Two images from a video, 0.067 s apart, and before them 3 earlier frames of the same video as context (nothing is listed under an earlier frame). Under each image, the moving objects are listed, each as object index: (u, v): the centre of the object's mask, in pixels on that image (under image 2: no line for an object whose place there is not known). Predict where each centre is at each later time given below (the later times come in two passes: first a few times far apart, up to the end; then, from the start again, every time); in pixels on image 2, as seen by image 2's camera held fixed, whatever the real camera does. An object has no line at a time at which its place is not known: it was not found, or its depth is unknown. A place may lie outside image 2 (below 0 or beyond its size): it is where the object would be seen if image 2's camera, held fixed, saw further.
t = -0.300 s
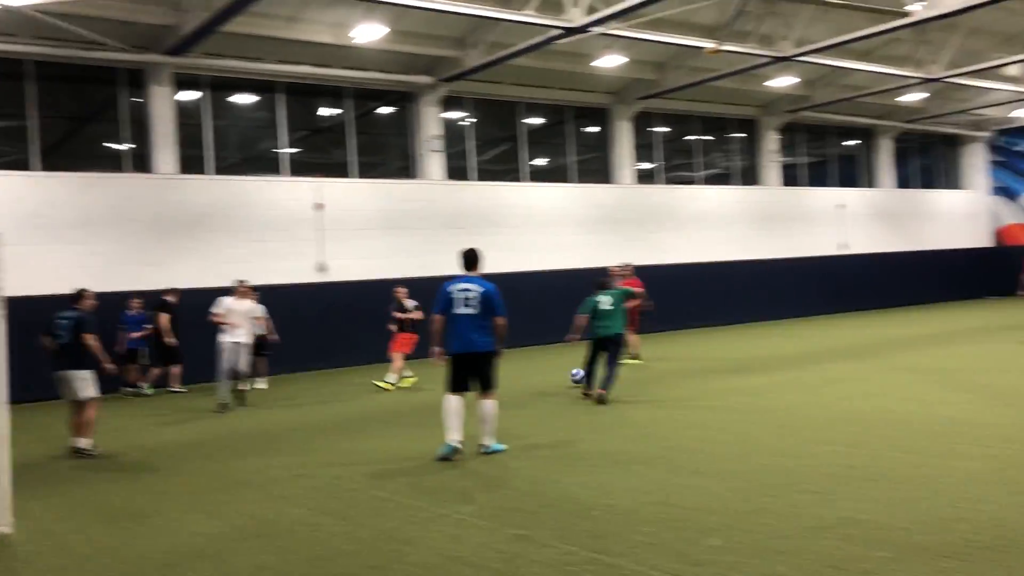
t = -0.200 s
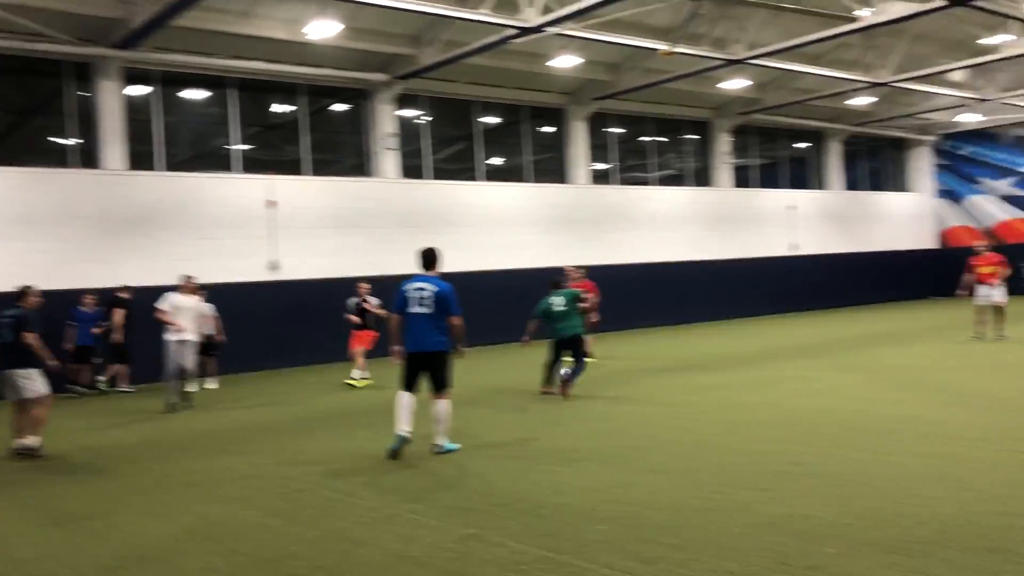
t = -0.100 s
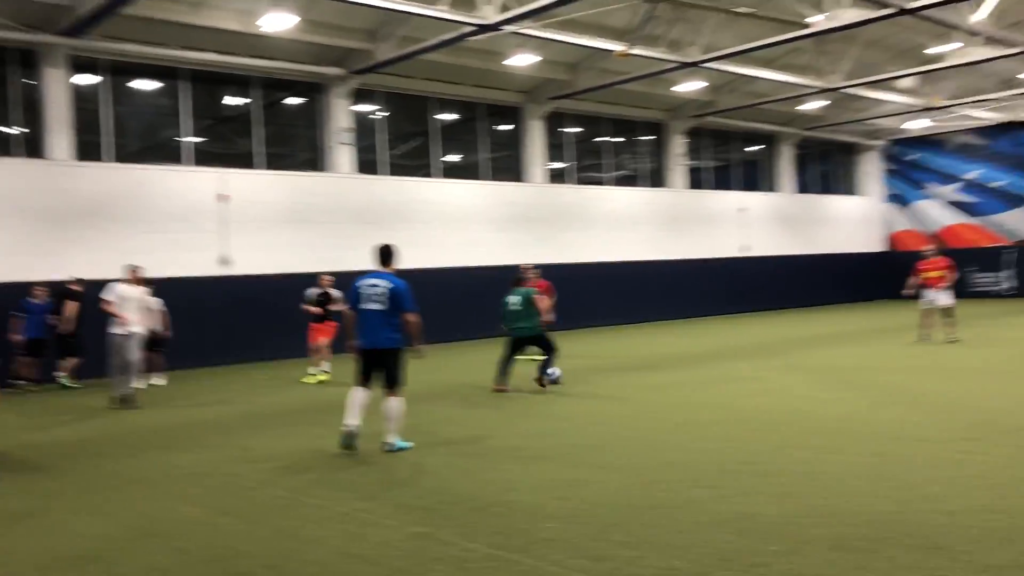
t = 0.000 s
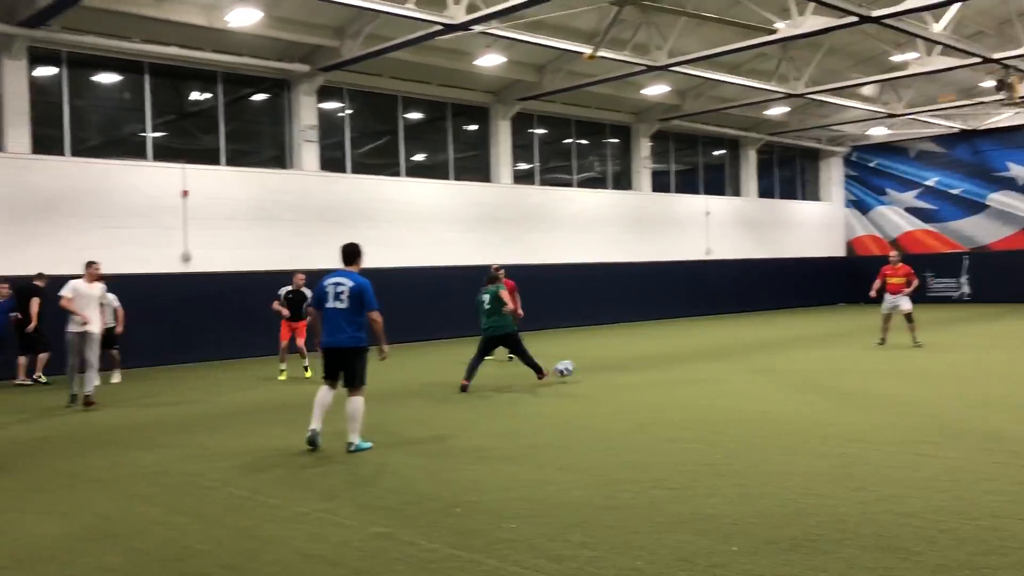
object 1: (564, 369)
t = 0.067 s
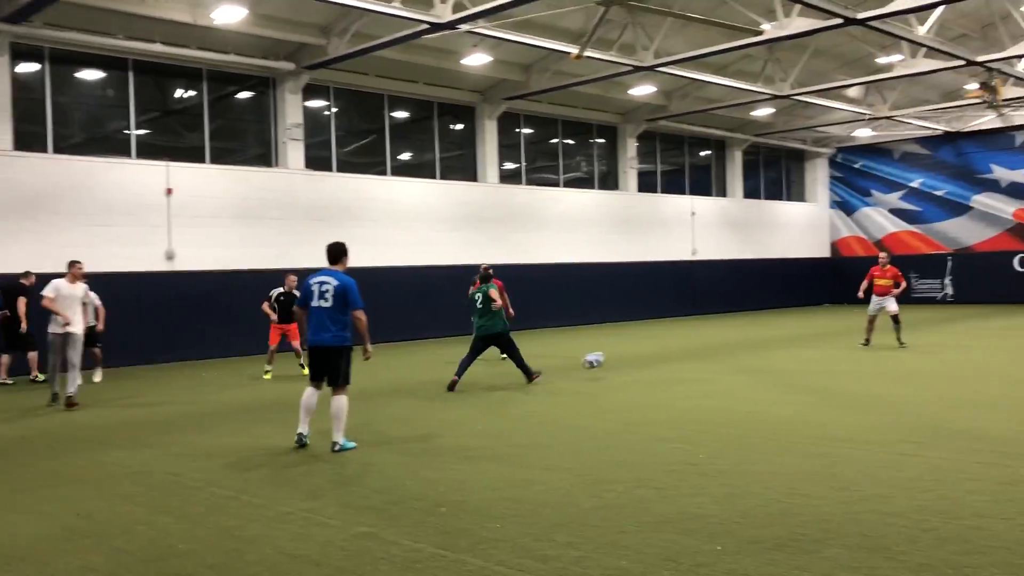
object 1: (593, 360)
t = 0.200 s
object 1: (677, 354)
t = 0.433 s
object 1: (804, 351)
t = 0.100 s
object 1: (615, 358)
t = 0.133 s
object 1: (635, 356)
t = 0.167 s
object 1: (656, 355)
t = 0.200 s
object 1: (677, 354)
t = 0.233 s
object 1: (697, 355)
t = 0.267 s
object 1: (716, 356)
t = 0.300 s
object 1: (735, 359)
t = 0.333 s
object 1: (754, 360)
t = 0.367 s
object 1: (771, 356)
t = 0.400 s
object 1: (787, 353)
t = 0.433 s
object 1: (804, 351)
